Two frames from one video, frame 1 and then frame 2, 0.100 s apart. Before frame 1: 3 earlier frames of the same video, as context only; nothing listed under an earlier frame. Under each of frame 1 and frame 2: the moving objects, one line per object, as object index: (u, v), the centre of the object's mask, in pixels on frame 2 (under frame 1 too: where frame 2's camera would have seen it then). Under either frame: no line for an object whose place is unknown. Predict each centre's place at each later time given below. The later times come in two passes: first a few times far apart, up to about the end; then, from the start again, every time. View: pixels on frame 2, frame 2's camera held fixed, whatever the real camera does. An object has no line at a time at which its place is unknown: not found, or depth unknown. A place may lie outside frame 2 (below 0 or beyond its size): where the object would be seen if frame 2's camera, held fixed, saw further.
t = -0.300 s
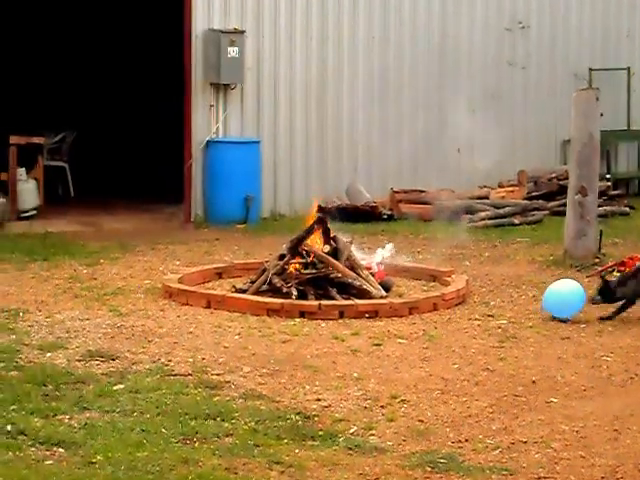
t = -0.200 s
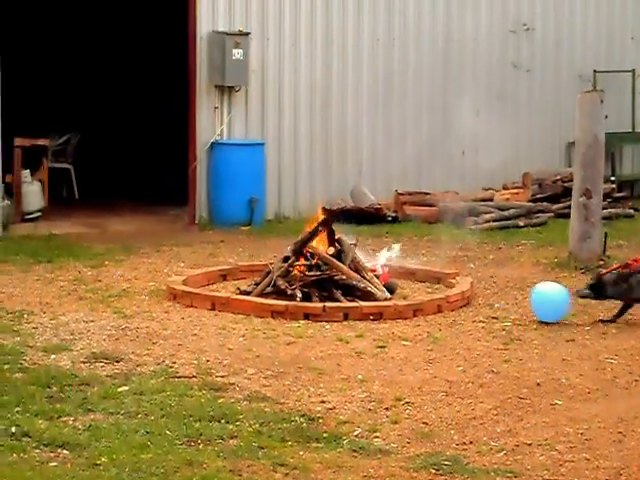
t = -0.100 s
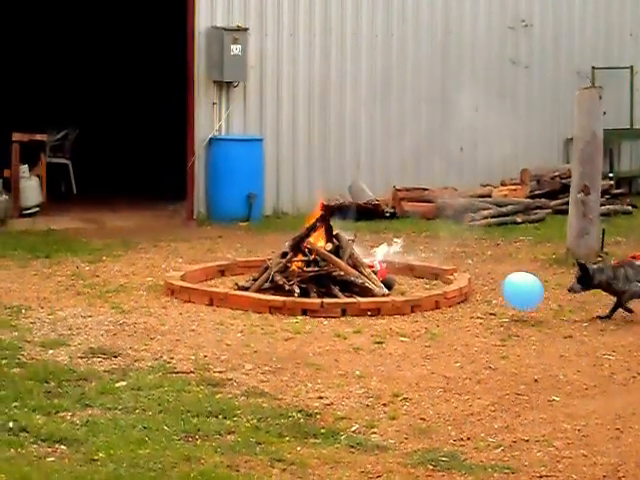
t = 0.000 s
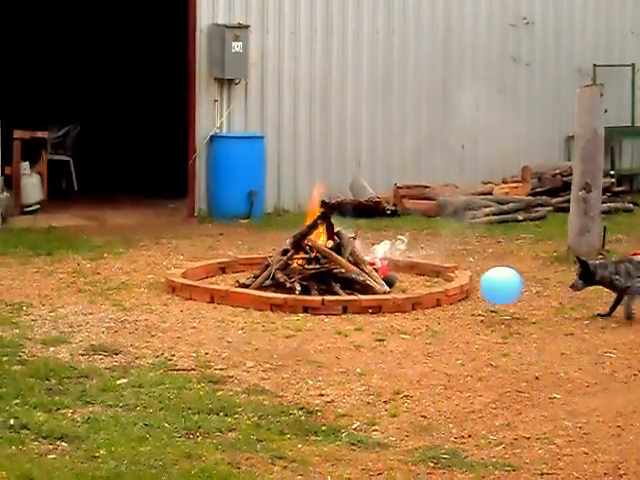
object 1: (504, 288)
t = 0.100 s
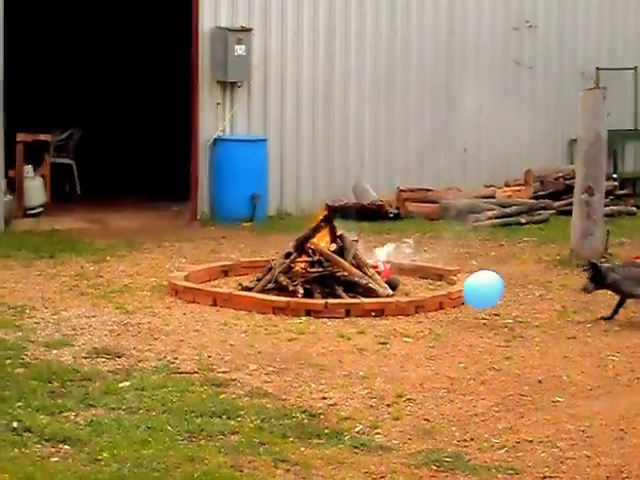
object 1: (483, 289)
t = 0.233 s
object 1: (459, 298)
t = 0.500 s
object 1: (426, 293)
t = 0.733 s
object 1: (403, 295)
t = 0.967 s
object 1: (385, 301)
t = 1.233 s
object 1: (367, 304)
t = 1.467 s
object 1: (356, 305)
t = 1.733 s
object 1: (345, 308)
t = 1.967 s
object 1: (336, 308)
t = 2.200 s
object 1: (329, 310)
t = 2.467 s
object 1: (322, 311)
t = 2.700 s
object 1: (315, 311)
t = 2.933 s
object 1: (310, 311)
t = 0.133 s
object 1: (477, 291)
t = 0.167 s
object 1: (471, 293)
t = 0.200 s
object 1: (465, 295)
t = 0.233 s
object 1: (459, 298)
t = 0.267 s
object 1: (454, 302)
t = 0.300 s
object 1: (450, 306)
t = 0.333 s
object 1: (445, 305)
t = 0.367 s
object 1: (441, 302)
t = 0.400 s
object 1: (437, 299)
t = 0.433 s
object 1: (433, 296)
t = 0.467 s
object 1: (429, 294)
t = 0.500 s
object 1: (426, 293)
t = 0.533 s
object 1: (422, 292)
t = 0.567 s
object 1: (419, 291)
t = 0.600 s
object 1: (415, 291)
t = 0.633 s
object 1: (412, 292)
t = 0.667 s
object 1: (408, 293)
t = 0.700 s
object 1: (406, 293)
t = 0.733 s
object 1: (403, 295)
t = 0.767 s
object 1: (400, 297)
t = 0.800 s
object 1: (397, 300)
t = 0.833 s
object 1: (395, 304)
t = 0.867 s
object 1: (393, 307)
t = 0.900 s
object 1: (390, 306)
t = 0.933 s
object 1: (388, 304)
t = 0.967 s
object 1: (385, 301)
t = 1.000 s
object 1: (383, 301)
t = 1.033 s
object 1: (380, 300)
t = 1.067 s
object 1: (378, 299)
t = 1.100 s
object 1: (376, 300)
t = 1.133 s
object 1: (374, 300)
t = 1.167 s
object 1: (372, 300)
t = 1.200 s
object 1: (369, 302)
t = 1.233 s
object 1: (367, 304)
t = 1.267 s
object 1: (366, 306)
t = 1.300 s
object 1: (364, 308)
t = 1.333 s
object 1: (362, 310)
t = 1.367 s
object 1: (360, 308)
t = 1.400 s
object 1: (359, 306)
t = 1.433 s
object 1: (357, 305)
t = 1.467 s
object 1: (356, 305)
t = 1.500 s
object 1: (354, 305)
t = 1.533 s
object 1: (352, 305)
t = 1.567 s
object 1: (351, 305)
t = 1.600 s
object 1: (350, 306)
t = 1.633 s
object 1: (349, 307)
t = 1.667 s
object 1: (348, 309)
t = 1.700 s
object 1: (346, 309)
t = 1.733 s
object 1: (345, 308)
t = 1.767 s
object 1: (343, 308)
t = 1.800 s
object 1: (342, 308)
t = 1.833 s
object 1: (341, 308)
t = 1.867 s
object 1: (339, 308)
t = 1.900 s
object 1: (338, 309)
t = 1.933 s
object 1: (337, 309)
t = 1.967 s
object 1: (336, 308)
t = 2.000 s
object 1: (335, 308)
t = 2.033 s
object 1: (334, 308)
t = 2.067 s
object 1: (333, 309)
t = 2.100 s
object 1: (332, 309)
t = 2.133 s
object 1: (332, 310)
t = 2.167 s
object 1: (330, 310)
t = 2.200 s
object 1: (329, 310)
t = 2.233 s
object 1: (328, 310)
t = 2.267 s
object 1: (327, 311)
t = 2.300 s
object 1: (326, 311)
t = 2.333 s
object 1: (325, 311)
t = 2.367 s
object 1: (324, 311)
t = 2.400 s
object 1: (324, 311)
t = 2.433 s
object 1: (322, 311)
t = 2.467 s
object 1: (322, 311)
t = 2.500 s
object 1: (321, 311)
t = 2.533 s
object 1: (320, 311)
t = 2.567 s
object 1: (319, 311)
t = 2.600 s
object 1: (318, 311)
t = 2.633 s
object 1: (317, 311)
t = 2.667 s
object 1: (316, 311)
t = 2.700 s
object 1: (315, 311)
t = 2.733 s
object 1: (315, 311)
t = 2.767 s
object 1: (314, 311)
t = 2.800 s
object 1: (313, 311)
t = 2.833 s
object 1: (312, 312)
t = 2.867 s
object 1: (311, 311)
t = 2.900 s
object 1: (310, 311)
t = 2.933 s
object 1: (310, 311)
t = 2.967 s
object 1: (310, 311)
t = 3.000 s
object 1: (309, 311)
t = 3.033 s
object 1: (309, 311)
